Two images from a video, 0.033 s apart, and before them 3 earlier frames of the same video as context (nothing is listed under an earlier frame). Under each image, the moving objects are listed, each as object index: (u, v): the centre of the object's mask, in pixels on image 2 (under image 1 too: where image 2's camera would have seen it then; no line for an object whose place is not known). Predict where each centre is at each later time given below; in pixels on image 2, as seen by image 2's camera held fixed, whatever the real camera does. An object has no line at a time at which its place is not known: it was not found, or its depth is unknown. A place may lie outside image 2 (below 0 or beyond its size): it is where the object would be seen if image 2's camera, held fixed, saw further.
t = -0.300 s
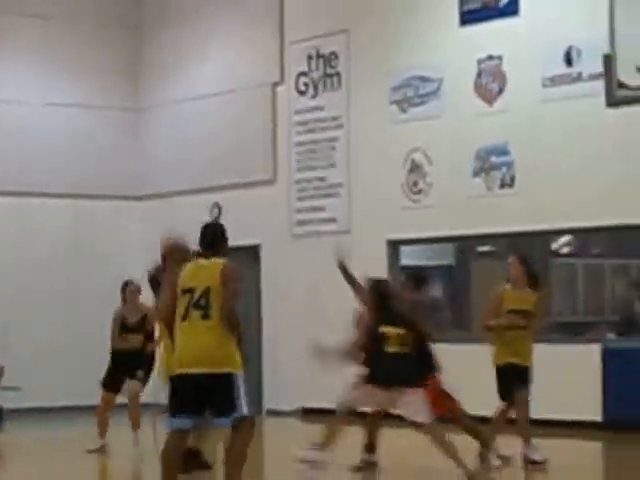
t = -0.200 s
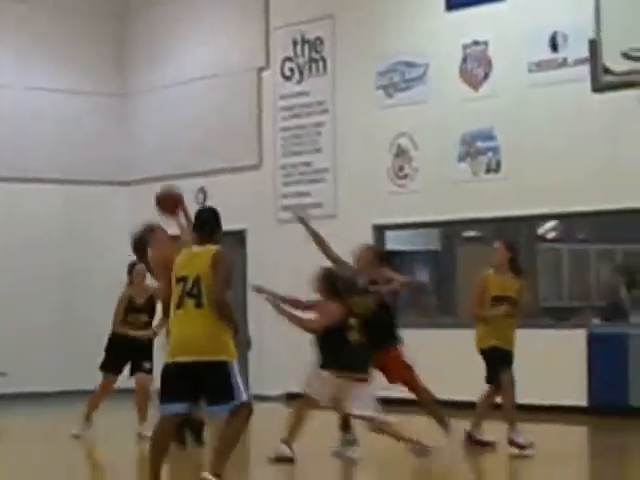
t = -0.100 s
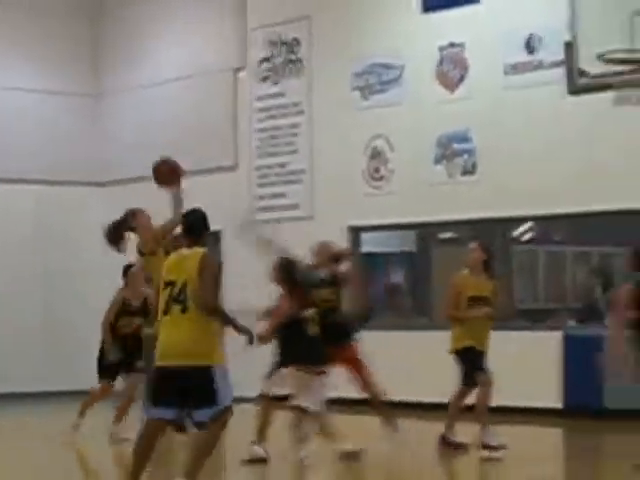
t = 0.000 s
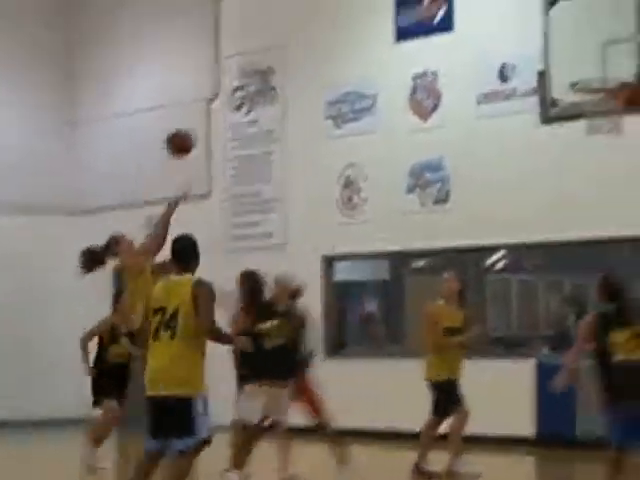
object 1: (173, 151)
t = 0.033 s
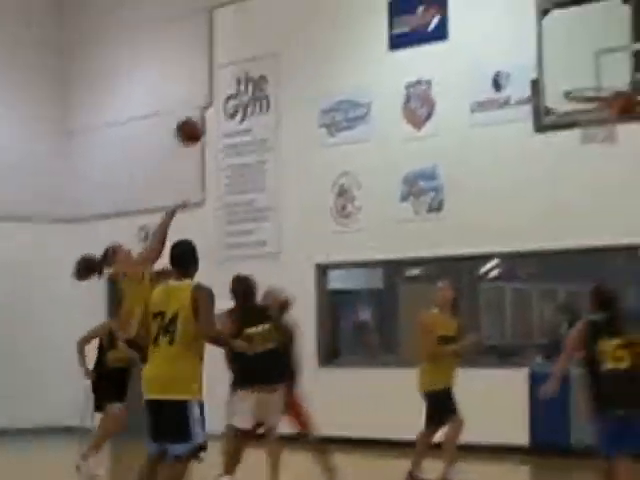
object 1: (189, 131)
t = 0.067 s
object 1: (205, 113)
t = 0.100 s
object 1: (218, 97)
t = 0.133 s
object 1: (231, 81)
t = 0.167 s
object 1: (244, 67)
